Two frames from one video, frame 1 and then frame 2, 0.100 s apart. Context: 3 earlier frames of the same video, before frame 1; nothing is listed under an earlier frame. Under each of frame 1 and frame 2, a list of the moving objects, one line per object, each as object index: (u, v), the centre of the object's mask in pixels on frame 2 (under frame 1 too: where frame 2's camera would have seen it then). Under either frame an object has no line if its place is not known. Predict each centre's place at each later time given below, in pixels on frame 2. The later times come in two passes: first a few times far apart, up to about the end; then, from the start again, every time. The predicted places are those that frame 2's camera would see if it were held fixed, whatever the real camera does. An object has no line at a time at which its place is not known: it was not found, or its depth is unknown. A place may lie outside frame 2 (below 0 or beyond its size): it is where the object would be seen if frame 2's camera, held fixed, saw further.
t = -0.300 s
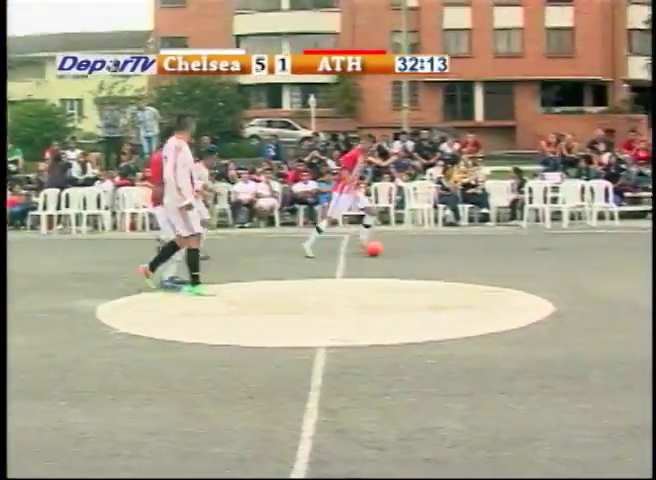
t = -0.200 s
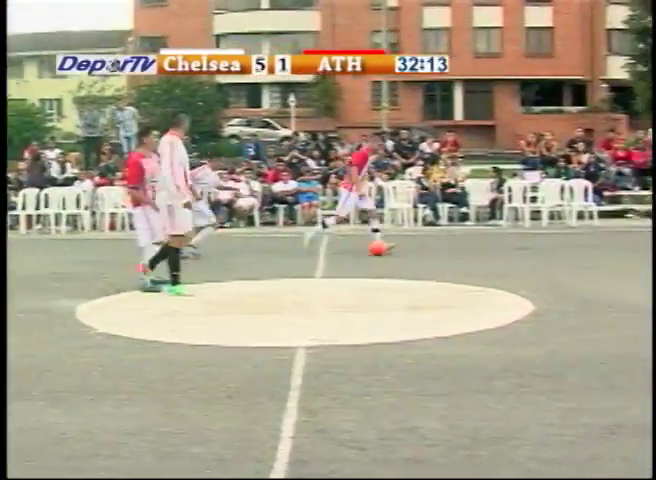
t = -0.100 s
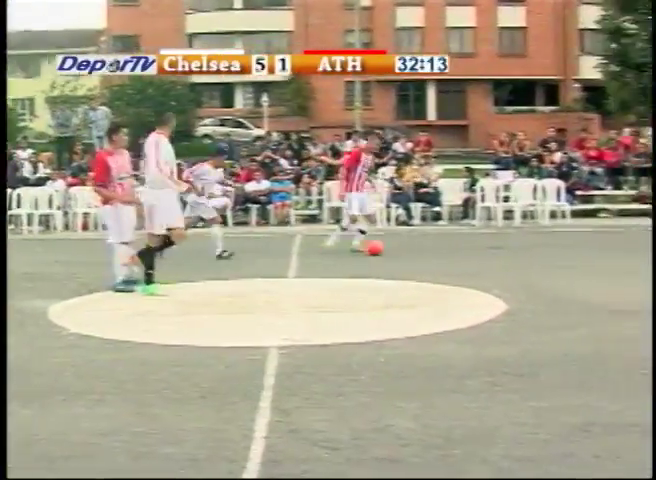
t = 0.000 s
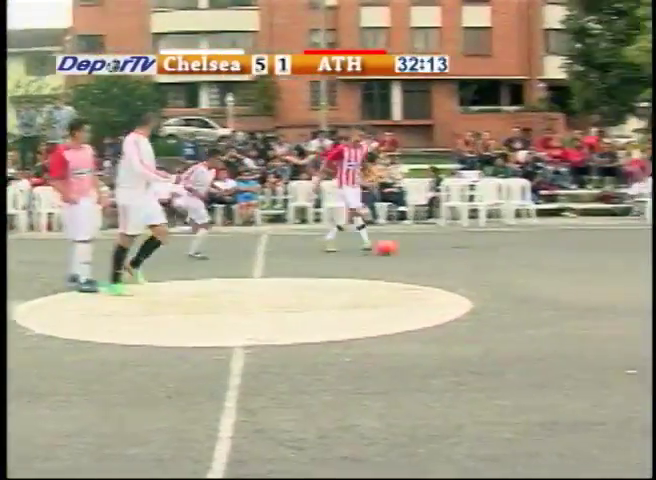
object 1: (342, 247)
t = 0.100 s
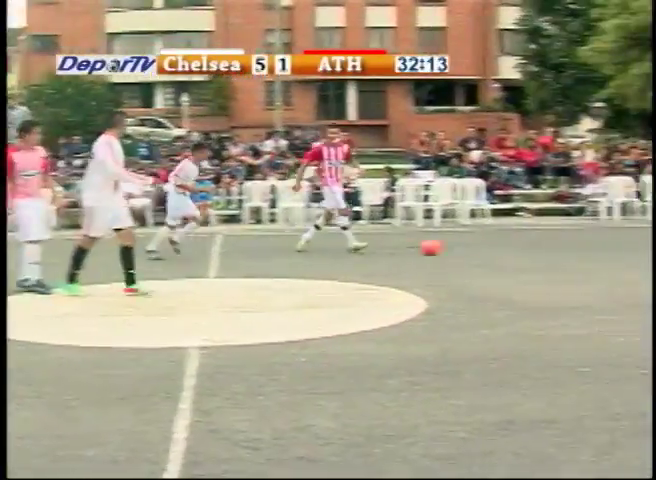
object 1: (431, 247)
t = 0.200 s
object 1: (516, 248)
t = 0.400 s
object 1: (668, 250)
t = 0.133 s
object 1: (459, 247)
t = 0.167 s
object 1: (487, 248)
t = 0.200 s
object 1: (516, 248)
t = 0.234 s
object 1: (543, 248)
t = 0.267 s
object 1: (568, 249)
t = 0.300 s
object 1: (594, 249)
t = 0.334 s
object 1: (619, 249)
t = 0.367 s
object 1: (645, 249)
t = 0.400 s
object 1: (668, 250)
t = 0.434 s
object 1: (690, 250)
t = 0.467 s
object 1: (712, 250)
